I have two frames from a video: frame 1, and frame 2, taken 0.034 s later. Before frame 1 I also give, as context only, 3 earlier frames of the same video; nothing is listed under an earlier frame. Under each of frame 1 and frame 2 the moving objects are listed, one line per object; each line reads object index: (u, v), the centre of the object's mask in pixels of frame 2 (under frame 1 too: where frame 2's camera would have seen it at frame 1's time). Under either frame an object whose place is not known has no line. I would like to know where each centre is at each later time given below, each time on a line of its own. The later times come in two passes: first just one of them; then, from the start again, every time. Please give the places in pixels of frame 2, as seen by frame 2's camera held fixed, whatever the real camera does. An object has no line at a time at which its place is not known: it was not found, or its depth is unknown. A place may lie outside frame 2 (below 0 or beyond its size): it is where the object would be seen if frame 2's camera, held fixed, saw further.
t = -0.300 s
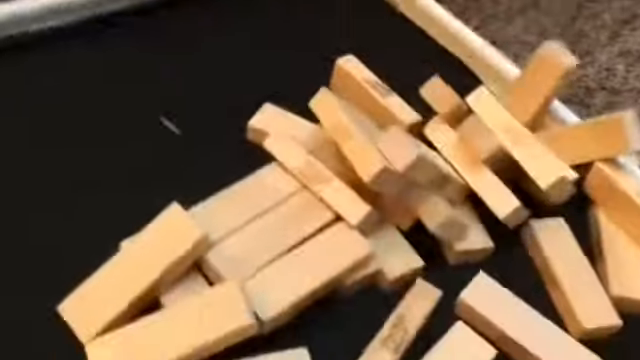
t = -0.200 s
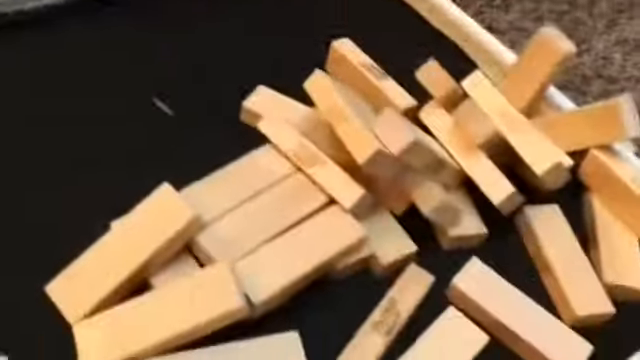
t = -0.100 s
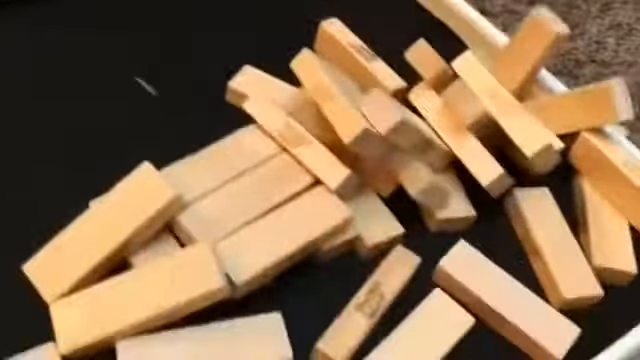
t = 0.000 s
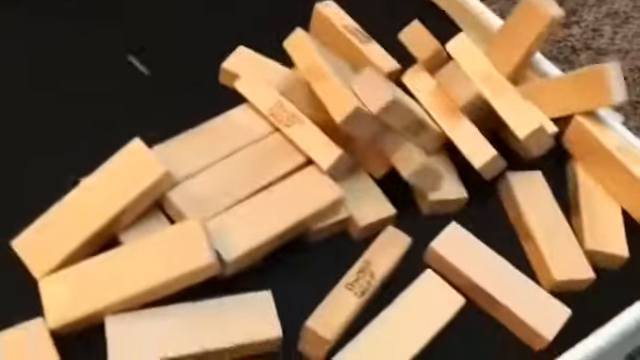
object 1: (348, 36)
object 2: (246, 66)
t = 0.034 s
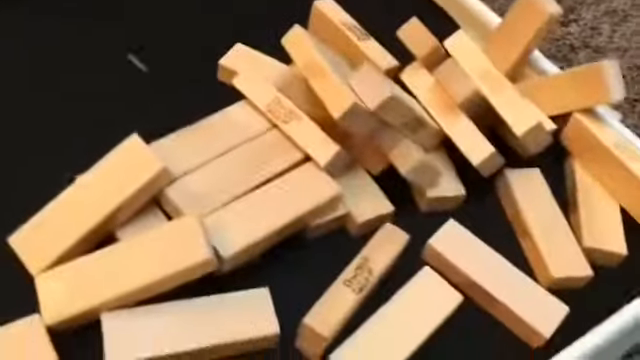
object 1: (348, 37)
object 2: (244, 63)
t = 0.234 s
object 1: (349, 37)
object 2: (253, 66)
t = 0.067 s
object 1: (348, 37)
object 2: (247, 63)
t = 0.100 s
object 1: (349, 37)
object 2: (248, 63)
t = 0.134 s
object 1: (349, 36)
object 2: (249, 64)
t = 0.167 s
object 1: (348, 36)
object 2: (249, 64)
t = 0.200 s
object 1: (348, 36)
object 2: (251, 65)
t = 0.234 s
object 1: (349, 37)
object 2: (253, 66)
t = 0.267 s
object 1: (349, 36)
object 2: (250, 64)
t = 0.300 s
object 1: (349, 36)
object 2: (250, 64)
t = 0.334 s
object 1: (353, 36)
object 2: (254, 71)
